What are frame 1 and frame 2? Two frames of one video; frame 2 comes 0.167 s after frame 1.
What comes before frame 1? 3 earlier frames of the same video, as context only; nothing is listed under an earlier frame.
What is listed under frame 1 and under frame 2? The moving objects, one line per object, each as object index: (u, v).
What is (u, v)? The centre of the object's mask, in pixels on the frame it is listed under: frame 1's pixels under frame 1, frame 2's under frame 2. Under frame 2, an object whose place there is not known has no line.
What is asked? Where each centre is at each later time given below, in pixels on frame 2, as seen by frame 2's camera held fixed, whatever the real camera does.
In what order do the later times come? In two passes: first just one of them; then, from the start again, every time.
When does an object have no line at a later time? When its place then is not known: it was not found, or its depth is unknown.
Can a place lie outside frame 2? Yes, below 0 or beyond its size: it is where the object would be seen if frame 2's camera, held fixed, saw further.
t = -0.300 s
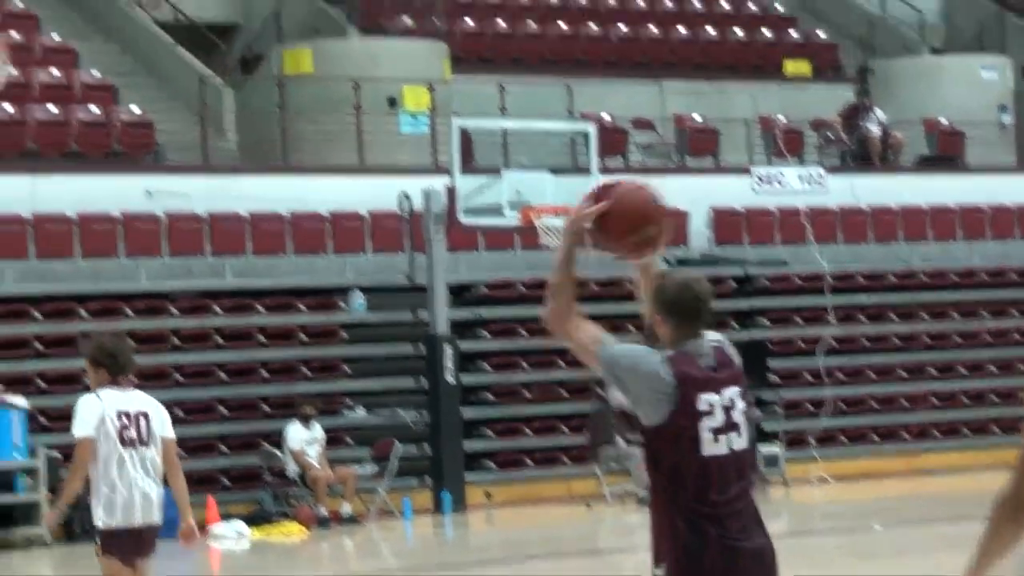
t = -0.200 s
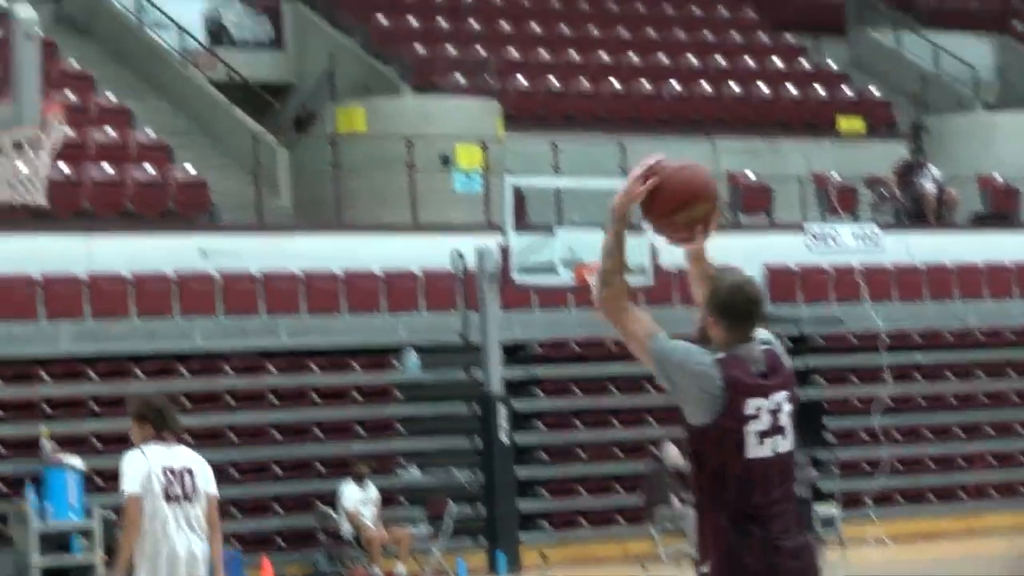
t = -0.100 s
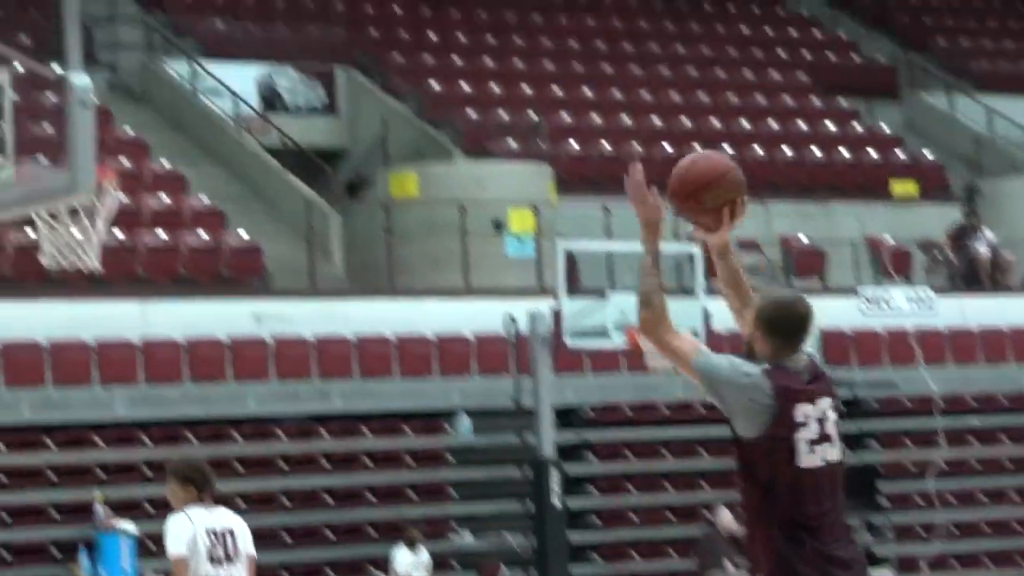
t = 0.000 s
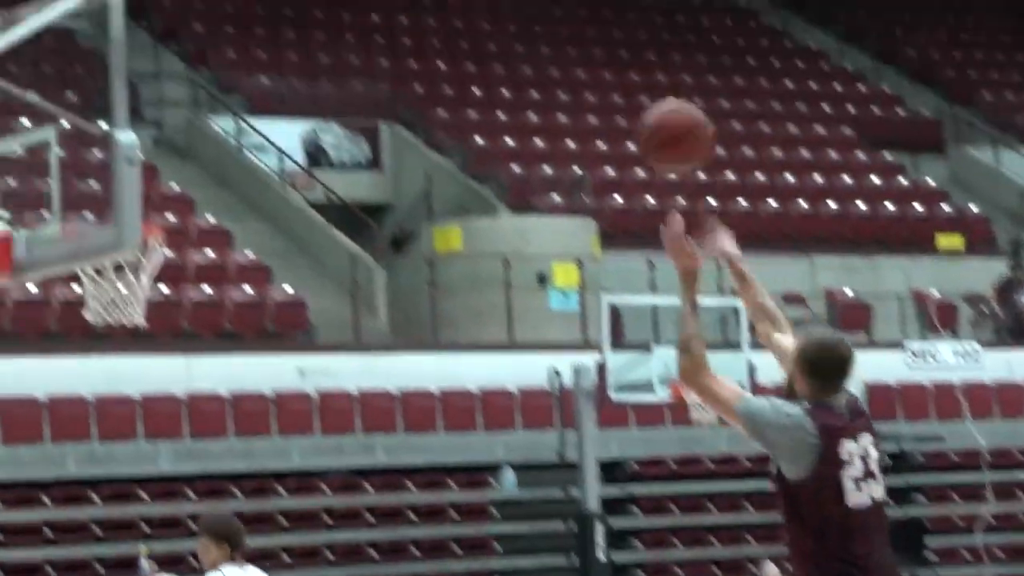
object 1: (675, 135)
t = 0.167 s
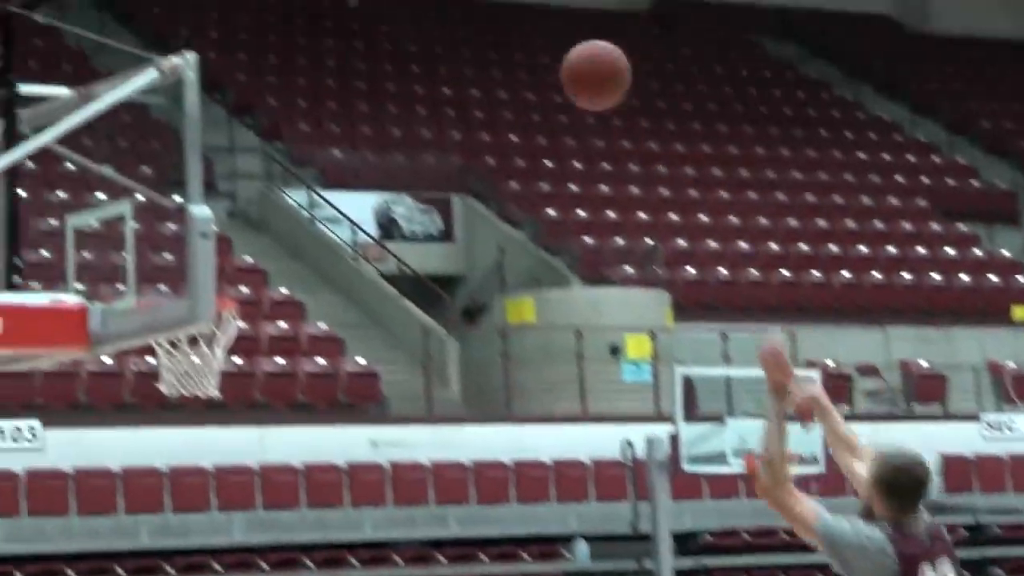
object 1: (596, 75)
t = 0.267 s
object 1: (521, 40)
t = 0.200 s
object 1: (570, 60)
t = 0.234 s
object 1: (544, 49)
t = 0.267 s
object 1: (521, 40)
